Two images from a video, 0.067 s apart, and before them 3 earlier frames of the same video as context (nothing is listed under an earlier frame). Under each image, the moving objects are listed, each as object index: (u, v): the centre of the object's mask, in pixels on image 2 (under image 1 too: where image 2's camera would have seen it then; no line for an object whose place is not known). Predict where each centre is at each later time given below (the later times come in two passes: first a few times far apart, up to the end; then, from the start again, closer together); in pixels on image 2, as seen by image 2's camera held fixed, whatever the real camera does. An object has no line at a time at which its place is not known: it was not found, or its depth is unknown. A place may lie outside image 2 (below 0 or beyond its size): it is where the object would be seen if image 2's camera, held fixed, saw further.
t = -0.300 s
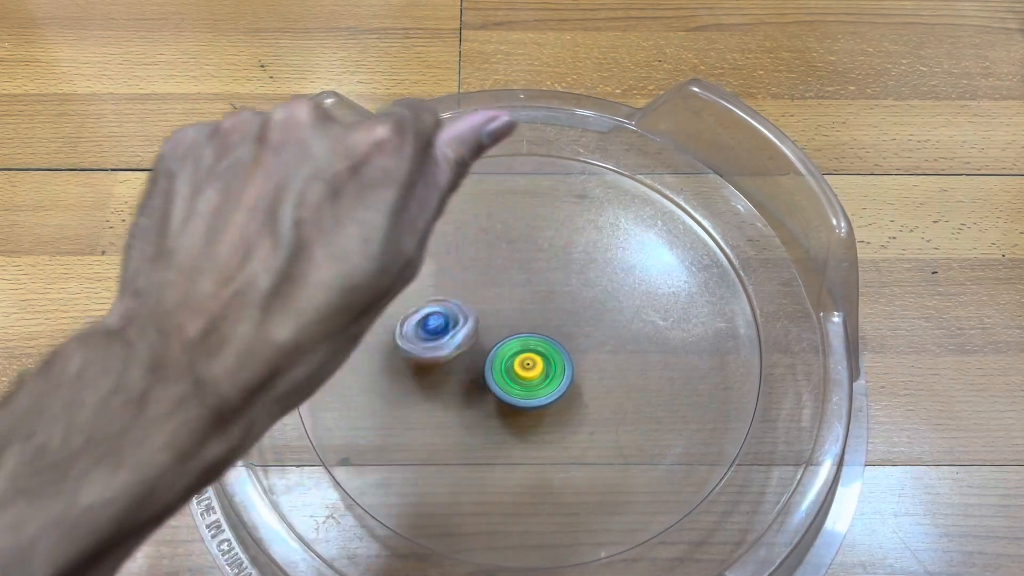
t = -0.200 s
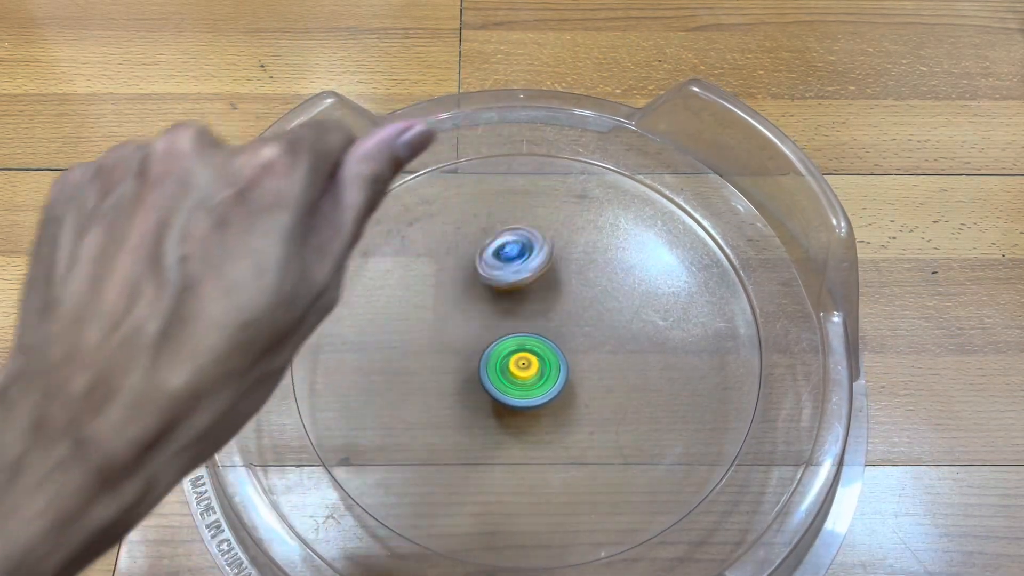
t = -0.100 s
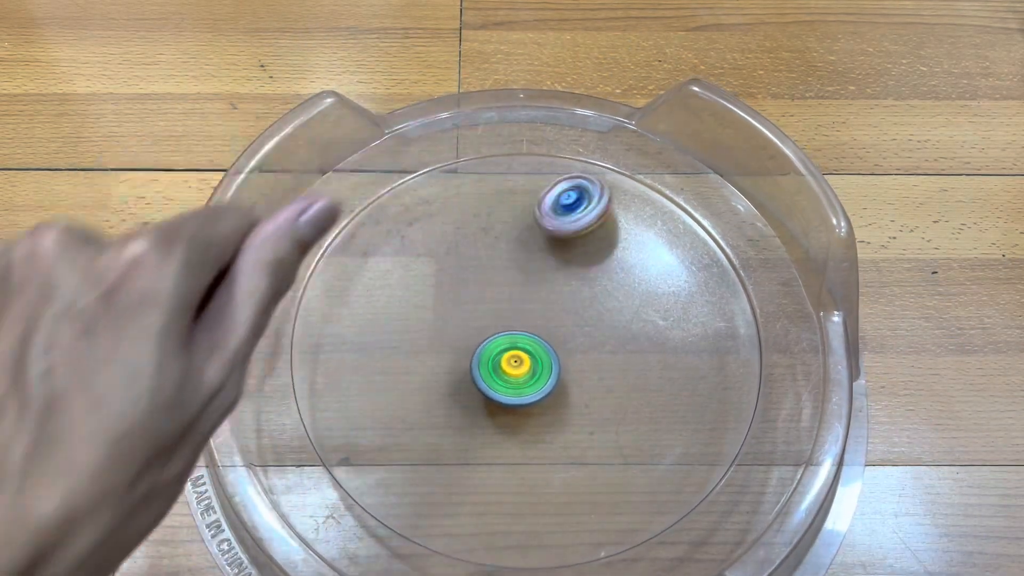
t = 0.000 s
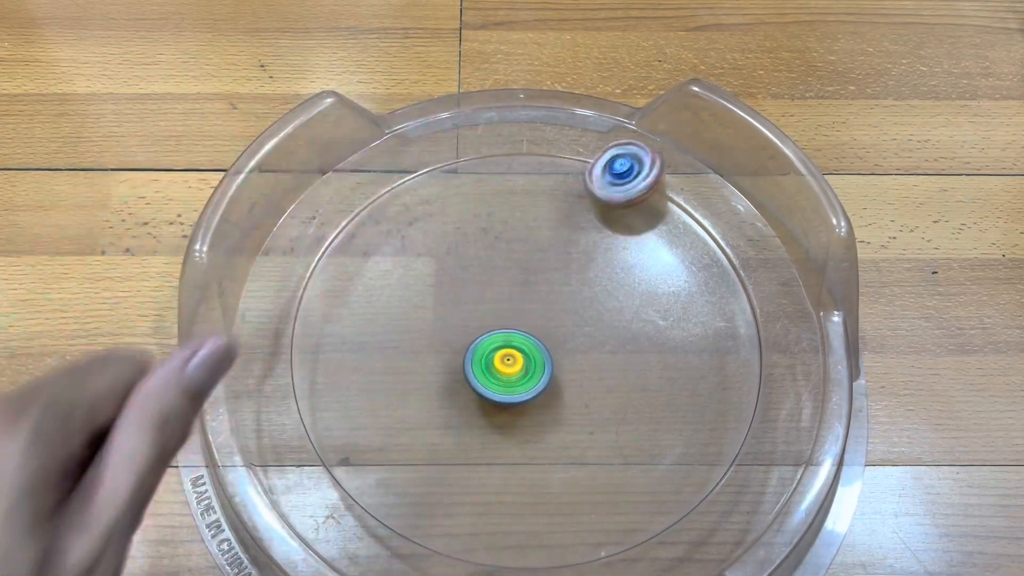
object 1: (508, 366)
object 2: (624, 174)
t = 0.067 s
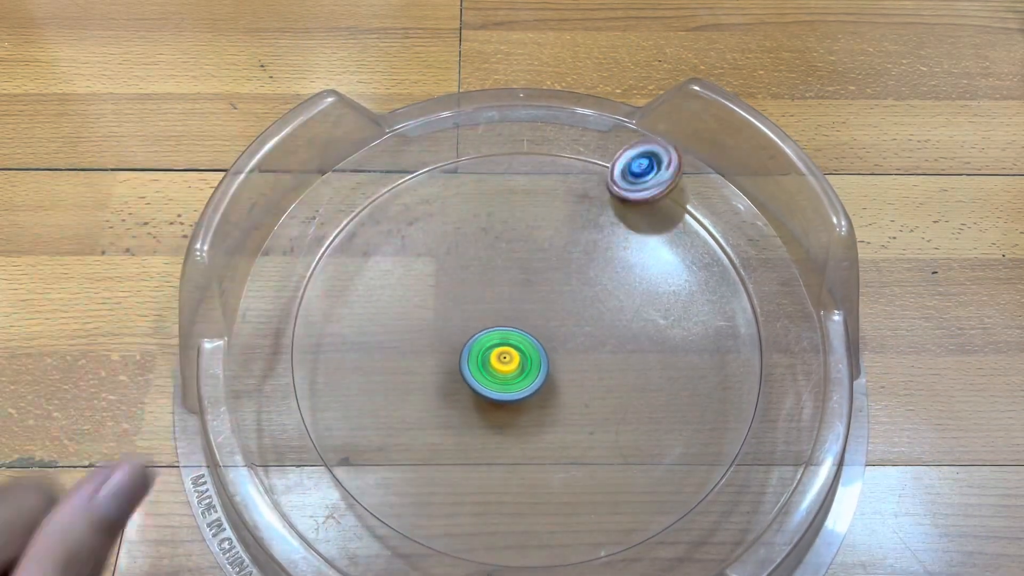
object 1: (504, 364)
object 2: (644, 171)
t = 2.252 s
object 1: (693, 436)
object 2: (401, 416)
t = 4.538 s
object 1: (520, 228)
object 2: (622, 388)
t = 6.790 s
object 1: (527, 275)
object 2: (531, 365)
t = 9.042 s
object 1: (528, 288)
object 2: (518, 369)
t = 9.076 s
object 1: (526, 288)
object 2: (517, 367)
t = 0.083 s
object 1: (503, 364)
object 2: (644, 179)
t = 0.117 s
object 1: (502, 362)
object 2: (643, 195)
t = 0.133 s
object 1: (501, 362)
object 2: (642, 205)
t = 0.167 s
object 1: (499, 361)
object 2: (637, 221)
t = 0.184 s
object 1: (498, 360)
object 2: (635, 228)
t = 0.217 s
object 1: (496, 359)
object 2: (628, 241)
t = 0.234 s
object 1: (495, 359)
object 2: (624, 248)
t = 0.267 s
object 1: (493, 357)
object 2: (615, 259)
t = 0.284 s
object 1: (492, 357)
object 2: (611, 262)
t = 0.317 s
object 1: (491, 355)
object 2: (602, 269)
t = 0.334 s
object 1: (490, 355)
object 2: (597, 271)
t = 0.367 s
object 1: (489, 353)
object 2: (588, 273)
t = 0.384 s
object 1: (488, 352)
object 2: (583, 271)
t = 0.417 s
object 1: (487, 351)
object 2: (574, 269)
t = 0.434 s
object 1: (487, 350)
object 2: (568, 267)
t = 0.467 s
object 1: (486, 348)
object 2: (553, 262)
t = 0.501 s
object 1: (485, 347)
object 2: (537, 255)
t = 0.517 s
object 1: (484, 346)
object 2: (529, 250)
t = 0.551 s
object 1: (484, 344)
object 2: (514, 241)
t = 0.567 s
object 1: (483, 344)
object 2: (507, 236)
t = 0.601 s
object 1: (482, 342)
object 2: (494, 225)
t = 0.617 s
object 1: (482, 341)
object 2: (488, 219)
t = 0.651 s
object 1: (482, 339)
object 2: (479, 208)
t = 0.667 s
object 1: (482, 338)
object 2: (474, 202)
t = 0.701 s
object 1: (482, 336)
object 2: (469, 189)
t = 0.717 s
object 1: (481, 335)
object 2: (466, 184)
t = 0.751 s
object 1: (481, 333)
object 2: (463, 175)
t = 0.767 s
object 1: (481, 332)
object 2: (462, 174)
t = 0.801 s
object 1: (482, 330)
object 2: (458, 171)
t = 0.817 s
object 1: (482, 329)
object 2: (457, 170)
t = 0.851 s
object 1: (482, 327)
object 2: (455, 172)
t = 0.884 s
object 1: (482, 325)
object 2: (455, 174)
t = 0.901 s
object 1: (483, 325)
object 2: (455, 177)
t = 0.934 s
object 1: (483, 323)
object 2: (457, 182)
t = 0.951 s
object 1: (483, 323)
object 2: (459, 186)
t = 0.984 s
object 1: (484, 322)
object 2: (462, 196)
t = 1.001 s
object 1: (485, 321)
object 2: (466, 202)
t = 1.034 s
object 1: (486, 320)
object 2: (474, 216)
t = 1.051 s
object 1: (486, 319)
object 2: (476, 224)
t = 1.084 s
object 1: (487, 318)
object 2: (480, 242)
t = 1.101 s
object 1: (490, 333)
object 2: (479, 238)
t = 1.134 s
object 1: (498, 393)
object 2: (478, 203)
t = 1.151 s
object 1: (503, 421)
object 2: (479, 190)
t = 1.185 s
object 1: (515, 472)
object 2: (483, 171)
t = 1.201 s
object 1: (522, 496)
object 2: (485, 165)
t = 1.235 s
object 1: (536, 531)
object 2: (489, 158)
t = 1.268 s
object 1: (551, 543)
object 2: (493, 156)
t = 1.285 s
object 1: (560, 544)
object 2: (495, 155)
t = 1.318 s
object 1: (575, 548)
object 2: (500, 155)
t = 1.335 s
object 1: (581, 548)
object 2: (501, 156)
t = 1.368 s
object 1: (592, 547)
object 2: (506, 161)
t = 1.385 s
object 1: (598, 546)
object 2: (509, 165)
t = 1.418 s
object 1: (608, 544)
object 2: (513, 174)
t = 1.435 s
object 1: (614, 544)
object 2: (516, 180)
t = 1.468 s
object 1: (624, 542)
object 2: (525, 194)
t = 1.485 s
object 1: (629, 542)
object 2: (528, 204)
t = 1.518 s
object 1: (638, 540)
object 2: (532, 222)
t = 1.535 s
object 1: (642, 539)
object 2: (533, 232)
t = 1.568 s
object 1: (650, 537)
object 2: (534, 251)
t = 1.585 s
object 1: (653, 536)
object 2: (535, 260)
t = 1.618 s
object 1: (660, 534)
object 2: (534, 279)
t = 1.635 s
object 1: (663, 533)
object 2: (532, 288)
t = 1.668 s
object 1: (670, 531)
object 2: (529, 305)
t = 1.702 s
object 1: (676, 529)
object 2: (526, 322)
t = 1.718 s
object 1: (679, 529)
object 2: (523, 330)
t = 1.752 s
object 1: (685, 526)
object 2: (518, 346)
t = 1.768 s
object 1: (687, 524)
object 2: (516, 355)
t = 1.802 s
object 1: (692, 521)
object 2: (509, 371)
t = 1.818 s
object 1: (694, 519)
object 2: (506, 378)
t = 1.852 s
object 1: (698, 515)
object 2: (498, 392)
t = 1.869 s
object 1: (699, 512)
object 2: (496, 400)
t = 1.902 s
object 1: (703, 508)
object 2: (487, 413)
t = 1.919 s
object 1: (704, 506)
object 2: (483, 419)
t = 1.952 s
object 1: (707, 502)
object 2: (472, 432)
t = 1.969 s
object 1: (708, 499)
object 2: (468, 437)
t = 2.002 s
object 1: (709, 495)
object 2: (456, 448)
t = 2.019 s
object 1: (710, 493)
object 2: (450, 452)
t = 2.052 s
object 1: (710, 488)
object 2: (436, 460)
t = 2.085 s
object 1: (710, 483)
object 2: (420, 462)
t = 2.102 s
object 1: (710, 479)
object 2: (412, 462)
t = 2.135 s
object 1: (708, 468)
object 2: (400, 457)
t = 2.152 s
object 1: (706, 462)
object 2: (396, 453)
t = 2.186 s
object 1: (701, 452)
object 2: (392, 443)
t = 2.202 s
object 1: (699, 447)
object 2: (392, 437)
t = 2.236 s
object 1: (695, 440)
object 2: (397, 423)
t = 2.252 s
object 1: (693, 436)
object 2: (401, 416)
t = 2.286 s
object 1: (690, 429)
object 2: (414, 404)
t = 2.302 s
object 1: (687, 425)
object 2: (421, 398)
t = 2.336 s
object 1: (682, 418)
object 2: (438, 388)
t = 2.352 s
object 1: (679, 414)
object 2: (446, 384)
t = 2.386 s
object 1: (673, 407)
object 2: (465, 375)
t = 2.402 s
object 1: (669, 403)
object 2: (473, 372)
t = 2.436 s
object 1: (663, 397)
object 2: (490, 365)
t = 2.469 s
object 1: (659, 390)
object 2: (509, 361)
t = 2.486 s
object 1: (657, 387)
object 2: (518, 357)
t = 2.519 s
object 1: (651, 382)
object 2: (534, 353)
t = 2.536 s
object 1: (649, 379)
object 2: (543, 351)
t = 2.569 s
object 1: (646, 373)
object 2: (560, 347)
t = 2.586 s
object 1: (649, 371)
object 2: (563, 343)
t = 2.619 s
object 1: (687, 380)
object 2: (542, 322)
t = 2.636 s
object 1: (703, 381)
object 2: (533, 314)
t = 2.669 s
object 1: (728, 383)
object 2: (520, 299)
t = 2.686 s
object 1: (738, 384)
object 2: (515, 293)
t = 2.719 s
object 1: (750, 380)
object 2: (507, 284)
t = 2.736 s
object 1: (753, 377)
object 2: (505, 281)
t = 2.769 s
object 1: (754, 370)
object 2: (505, 275)
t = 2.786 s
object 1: (753, 367)
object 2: (506, 271)
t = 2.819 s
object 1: (752, 361)
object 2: (509, 263)
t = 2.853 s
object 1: (751, 355)
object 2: (512, 251)
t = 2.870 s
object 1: (750, 352)
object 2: (514, 247)
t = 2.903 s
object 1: (748, 347)
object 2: (519, 235)
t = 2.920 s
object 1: (747, 344)
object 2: (521, 230)
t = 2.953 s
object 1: (745, 339)
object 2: (529, 221)
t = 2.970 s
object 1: (744, 336)
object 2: (533, 217)
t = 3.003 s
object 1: (741, 331)
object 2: (544, 210)
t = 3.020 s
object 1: (739, 329)
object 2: (549, 209)
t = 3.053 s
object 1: (737, 324)
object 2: (561, 210)
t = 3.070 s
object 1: (735, 322)
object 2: (566, 212)
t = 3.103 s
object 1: (732, 317)
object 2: (574, 220)
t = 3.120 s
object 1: (730, 315)
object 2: (577, 224)
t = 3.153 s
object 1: (727, 311)
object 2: (581, 237)
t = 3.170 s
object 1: (725, 308)
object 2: (581, 244)
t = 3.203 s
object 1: (721, 304)
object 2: (580, 259)
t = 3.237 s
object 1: (717, 300)
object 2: (576, 272)
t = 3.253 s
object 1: (715, 298)
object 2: (573, 279)
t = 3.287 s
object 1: (711, 294)
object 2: (568, 291)
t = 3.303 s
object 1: (708, 291)
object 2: (563, 297)
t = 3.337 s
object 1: (703, 287)
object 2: (556, 309)
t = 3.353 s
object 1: (700, 285)
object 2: (551, 314)
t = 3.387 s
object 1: (695, 281)
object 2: (544, 327)
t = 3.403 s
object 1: (692, 279)
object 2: (538, 332)
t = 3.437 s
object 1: (687, 275)
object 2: (527, 343)
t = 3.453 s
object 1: (684, 274)
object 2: (522, 348)
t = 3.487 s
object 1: (678, 270)
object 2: (509, 357)
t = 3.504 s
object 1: (675, 268)
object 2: (505, 361)
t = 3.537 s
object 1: (669, 265)
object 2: (493, 370)
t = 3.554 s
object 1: (666, 264)
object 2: (488, 374)
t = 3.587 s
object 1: (660, 261)
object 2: (476, 381)
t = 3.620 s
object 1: (654, 258)
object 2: (465, 387)
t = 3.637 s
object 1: (652, 257)
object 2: (459, 389)
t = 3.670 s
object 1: (646, 254)
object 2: (446, 393)
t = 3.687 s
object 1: (643, 253)
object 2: (439, 394)
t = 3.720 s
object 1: (637, 250)
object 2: (425, 395)
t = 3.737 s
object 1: (634, 249)
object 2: (419, 393)
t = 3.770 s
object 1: (628, 247)
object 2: (407, 387)
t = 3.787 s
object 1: (625, 246)
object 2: (403, 382)
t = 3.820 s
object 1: (620, 244)
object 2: (400, 375)
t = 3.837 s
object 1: (617, 243)
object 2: (401, 370)
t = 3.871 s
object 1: (611, 242)
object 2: (404, 360)
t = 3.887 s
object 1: (608, 241)
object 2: (406, 355)
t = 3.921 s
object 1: (603, 240)
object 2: (418, 347)
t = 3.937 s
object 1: (600, 239)
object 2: (424, 344)
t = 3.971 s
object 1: (595, 237)
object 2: (440, 340)
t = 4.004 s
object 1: (589, 236)
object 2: (453, 336)
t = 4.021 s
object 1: (587, 236)
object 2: (461, 336)
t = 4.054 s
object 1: (582, 235)
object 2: (476, 335)
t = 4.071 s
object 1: (579, 234)
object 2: (484, 335)
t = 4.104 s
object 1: (574, 233)
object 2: (499, 333)
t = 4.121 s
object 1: (571, 232)
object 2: (506, 334)
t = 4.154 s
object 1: (566, 231)
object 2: (521, 335)
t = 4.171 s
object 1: (564, 231)
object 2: (527, 335)
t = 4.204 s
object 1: (559, 230)
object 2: (541, 337)
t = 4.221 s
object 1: (557, 230)
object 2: (548, 338)
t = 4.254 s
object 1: (553, 229)
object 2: (562, 341)
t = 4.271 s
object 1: (551, 229)
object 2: (569, 343)
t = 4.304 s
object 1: (547, 229)
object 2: (580, 346)
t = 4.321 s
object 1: (545, 228)
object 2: (587, 348)
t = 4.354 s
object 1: (541, 228)
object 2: (599, 351)
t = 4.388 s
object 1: (537, 228)
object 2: (611, 357)
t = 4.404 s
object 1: (535, 228)
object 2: (616, 359)
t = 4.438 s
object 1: (531, 228)
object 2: (623, 367)
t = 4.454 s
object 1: (529, 228)
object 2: (626, 372)
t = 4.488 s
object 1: (525, 228)
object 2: (627, 379)
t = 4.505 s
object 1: (523, 228)
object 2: (627, 383)
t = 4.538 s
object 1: (520, 228)
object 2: (622, 388)
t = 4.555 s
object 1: (518, 228)
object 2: (619, 391)
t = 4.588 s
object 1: (515, 228)
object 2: (612, 394)
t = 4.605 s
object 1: (513, 228)
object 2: (604, 395)
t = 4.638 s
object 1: (510, 229)
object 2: (592, 392)
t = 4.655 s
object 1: (508, 229)
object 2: (586, 390)
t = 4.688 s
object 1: (506, 229)
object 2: (572, 383)
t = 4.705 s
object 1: (504, 230)
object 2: (568, 379)
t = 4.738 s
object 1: (502, 230)
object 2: (557, 370)
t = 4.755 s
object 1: (500, 231)
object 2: (552, 366)
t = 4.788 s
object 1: (498, 231)
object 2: (546, 356)
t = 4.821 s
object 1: (495, 232)
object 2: (539, 345)
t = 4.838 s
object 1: (494, 233)
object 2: (536, 339)
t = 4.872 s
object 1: (492, 233)
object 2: (529, 329)
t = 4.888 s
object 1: (491, 234)
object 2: (527, 325)
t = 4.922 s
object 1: (489, 235)
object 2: (523, 313)
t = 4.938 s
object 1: (489, 236)
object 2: (521, 309)
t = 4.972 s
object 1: (483, 229)
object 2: (521, 306)
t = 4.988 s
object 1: (480, 227)
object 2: (522, 305)
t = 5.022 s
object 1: (475, 226)
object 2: (523, 302)
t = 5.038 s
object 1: (474, 227)
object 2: (524, 301)
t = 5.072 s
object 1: (472, 228)
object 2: (524, 298)
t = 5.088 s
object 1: (470, 229)
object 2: (524, 298)
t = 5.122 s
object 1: (468, 230)
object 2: (525, 296)
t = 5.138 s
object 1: (467, 231)
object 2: (524, 297)
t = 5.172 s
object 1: (465, 232)
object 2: (525, 297)
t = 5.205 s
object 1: (463, 233)
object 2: (525, 298)
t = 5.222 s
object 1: (462, 234)
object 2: (526, 300)
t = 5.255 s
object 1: (461, 235)
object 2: (526, 301)
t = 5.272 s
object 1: (460, 236)
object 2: (526, 302)
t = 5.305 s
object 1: (459, 238)
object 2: (526, 306)
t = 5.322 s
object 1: (458, 238)
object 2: (526, 307)
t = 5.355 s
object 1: (457, 240)
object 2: (525, 312)
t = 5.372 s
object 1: (456, 241)
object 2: (525, 314)
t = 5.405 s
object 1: (456, 243)
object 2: (522, 320)
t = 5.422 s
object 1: (455, 244)
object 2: (520, 322)
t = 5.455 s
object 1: (454, 246)
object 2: (516, 327)
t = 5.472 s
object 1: (454, 247)
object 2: (513, 328)
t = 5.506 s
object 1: (453, 249)
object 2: (508, 334)
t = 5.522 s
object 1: (453, 251)
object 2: (504, 335)
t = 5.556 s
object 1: (453, 253)
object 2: (497, 336)
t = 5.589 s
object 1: (453, 255)
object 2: (492, 335)
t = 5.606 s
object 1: (453, 257)
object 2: (490, 335)
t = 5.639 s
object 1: (453, 260)
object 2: (486, 335)
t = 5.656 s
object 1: (453, 261)
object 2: (486, 335)
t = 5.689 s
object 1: (452, 256)
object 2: (483, 338)
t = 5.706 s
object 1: (452, 248)
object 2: (482, 342)
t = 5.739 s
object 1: (457, 238)
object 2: (478, 344)
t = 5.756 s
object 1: (460, 235)
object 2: (476, 345)
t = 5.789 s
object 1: (465, 234)
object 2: (474, 347)
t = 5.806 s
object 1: (466, 234)
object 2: (472, 347)
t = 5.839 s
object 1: (467, 239)
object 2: (471, 347)
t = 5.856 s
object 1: (468, 242)
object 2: (471, 348)
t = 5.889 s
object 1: (471, 247)
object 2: (471, 346)
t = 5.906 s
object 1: (472, 249)
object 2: (470, 345)
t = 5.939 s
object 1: (473, 253)
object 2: (473, 344)
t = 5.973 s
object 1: (473, 257)
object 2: (475, 343)
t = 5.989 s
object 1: (473, 259)
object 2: (476, 343)
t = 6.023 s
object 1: (474, 262)
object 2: (480, 342)
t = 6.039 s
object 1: (475, 263)
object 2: (482, 342)
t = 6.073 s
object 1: (478, 262)
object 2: (485, 344)
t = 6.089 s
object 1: (478, 262)
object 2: (486, 342)
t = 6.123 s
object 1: (480, 261)
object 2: (488, 343)
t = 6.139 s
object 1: (483, 257)
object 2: (490, 346)
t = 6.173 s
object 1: (488, 253)
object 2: (493, 351)
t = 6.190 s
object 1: (489, 252)
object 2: (495, 355)
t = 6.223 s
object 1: (491, 252)
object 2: (497, 362)
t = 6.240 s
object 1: (492, 253)
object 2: (497, 365)
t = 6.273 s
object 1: (493, 254)
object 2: (497, 372)
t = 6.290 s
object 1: (494, 254)
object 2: (497, 373)
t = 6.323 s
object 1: (496, 254)
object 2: (494, 377)
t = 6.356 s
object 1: (498, 256)
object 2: (495, 379)
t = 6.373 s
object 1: (498, 256)
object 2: (495, 380)
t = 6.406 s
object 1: (500, 258)
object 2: (495, 382)
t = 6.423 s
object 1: (501, 259)
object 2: (496, 383)
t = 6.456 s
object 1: (503, 261)
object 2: (497, 382)
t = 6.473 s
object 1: (504, 262)
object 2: (498, 383)
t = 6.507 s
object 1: (506, 264)
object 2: (500, 381)
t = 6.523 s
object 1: (507, 265)
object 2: (500, 381)
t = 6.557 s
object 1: (509, 268)
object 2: (504, 378)
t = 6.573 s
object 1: (510, 270)
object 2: (505, 377)
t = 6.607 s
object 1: (512, 272)
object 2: (507, 375)
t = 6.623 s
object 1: (513, 274)
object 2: (509, 373)
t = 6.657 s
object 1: (515, 277)
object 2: (514, 370)
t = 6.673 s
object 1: (516, 278)
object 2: (515, 368)
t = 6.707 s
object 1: (517, 281)
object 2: (520, 363)
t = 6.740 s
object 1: (520, 279)
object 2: (524, 362)
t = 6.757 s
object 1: (522, 276)
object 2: (527, 364)
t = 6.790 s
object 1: (527, 275)
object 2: (531, 365)
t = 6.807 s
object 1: (528, 275)
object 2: (533, 365)
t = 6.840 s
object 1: (530, 279)
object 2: (536, 366)
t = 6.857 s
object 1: (531, 280)
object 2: (538, 366)
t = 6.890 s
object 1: (532, 282)
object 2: (541, 366)
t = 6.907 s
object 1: (532, 283)
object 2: (542, 366)
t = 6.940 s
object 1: (533, 286)
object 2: (544, 365)
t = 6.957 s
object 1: (533, 286)
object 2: (545, 365)
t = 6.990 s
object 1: (534, 284)
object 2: (548, 368)
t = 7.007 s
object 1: (534, 284)
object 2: (547, 370)
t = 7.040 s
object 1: (534, 287)
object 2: (547, 373)
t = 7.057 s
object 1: (534, 288)
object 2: (547, 374)
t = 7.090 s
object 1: (534, 290)
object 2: (545, 377)
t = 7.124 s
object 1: (534, 293)
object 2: (543, 377)
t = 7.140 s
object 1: (534, 294)
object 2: (541, 376)
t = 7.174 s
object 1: (534, 296)
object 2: (538, 376)
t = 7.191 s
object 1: (534, 296)
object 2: (537, 375)
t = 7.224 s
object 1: (536, 288)
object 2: (532, 377)
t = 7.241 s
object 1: (537, 286)
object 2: (530, 378)
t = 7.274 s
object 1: (539, 285)
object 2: (525, 376)
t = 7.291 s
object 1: (538, 285)
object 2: (523, 375)
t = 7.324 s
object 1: (537, 288)
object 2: (518, 372)
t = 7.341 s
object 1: (537, 288)
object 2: (516, 370)
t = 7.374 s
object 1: (536, 290)
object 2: (510, 366)
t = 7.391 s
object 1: (538, 289)
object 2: (506, 364)
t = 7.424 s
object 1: (541, 287)
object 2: (498, 359)
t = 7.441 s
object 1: (541, 287)
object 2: (496, 355)
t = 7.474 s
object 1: (548, 279)
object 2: (485, 353)
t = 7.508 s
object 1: (553, 269)
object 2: (474, 354)
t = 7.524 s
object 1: (554, 266)
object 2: (471, 353)
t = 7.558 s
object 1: (553, 264)
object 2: (461, 351)
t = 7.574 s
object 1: (553, 263)
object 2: (456, 348)
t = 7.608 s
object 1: (552, 261)
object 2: (451, 343)
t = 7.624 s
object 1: (551, 261)
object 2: (448, 340)
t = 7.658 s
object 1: (550, 261)
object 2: (447, 333)
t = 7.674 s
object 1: (550, 260)
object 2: (448, 330)
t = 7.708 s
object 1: (549, 260)
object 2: (450, 323)
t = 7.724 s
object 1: (549, 260)
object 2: (453, 321)
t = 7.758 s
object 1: (548, 260)
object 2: (460, 316)
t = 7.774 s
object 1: (548, 260)
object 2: (464, 314)
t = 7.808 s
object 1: (547, 261)
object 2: (475, 313)
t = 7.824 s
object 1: (546, 261)
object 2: (479, 313)
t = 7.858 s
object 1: (549, 260)
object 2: (486, 318)
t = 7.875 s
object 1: (552, 258)
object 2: (487, 322)
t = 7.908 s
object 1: (554, 257)
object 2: (488, 328)
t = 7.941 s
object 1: (554, 258)
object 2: (491, 336)
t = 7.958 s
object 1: (554, 259)
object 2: (492, 339)
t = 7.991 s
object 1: (554, 259)
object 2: (493, 347)
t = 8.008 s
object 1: (554, 259)
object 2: (496, 352)
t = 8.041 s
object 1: (554, 261)
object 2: (496, 359)
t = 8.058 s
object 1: (554, 262)
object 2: (497, 363)
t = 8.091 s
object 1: (553, 264)
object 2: (497, 370)
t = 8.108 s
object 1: (553, 266)
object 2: (497, 372)
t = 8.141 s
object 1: (552, 268)
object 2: (496, 377)
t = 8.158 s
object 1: (552, 270)
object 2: (496, 378)
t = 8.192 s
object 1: (552, 272)
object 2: (494, 381)
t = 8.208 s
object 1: (552, 274)
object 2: (493, 383)
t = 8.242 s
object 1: (551, 277)
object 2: (494, 382)
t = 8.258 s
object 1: (550, 278)
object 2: (492, 381)
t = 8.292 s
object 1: (550, 281)
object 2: (492, 381)
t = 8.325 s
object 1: (549, 284)
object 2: (493, 380)
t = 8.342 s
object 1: (548, 285)
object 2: (492, 378)
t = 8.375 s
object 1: (547, 288)
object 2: (495, 377)
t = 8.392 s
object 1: (546, 290)
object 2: (497, 375)
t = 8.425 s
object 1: (545, 292)
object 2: (499, 372)
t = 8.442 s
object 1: (544, 294)
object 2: (501, 372)
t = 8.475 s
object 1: (542, 297)
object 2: (506, 368)
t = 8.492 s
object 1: (543, 296)
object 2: (507, 367)
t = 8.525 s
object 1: (549, 289)
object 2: (510, 369)
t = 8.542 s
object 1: (550, 289)
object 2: (510, 370)
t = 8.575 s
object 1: (549, 289)
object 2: (511, 369)
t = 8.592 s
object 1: (548, 291)
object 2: (511, 369)
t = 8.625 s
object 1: (546, 295)
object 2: (515, 368)
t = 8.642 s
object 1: (546, 295)
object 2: (516, 368)
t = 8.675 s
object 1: (549, 289)
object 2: (515, 372)
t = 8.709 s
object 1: (547, 288)
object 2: (516, 374)
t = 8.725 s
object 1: (546, 288)
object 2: (515, 375)
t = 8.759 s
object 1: (544, 288)
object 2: (515, 377)
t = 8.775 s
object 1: (543, 288)
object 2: (516, 378)
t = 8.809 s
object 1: (541, 288)
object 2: (516, 378)
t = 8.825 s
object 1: (539, 288)
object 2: (515, 378)
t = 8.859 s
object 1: (537, 289)
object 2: (516, 376)
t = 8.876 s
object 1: (536, 289)
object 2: (516, 375)
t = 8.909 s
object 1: (533, 290)
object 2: (516, 373)
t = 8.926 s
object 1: (532, 290)
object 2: (518, 373)
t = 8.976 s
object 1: (530, 292)
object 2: (518, 370)
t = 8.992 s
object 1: (530, 290)
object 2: (518, 370)
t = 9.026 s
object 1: (529, 288)
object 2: (518, 370)
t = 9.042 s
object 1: (528, 288)
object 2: (518, 369)
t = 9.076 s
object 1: (526, 288)
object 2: (517, 367)
